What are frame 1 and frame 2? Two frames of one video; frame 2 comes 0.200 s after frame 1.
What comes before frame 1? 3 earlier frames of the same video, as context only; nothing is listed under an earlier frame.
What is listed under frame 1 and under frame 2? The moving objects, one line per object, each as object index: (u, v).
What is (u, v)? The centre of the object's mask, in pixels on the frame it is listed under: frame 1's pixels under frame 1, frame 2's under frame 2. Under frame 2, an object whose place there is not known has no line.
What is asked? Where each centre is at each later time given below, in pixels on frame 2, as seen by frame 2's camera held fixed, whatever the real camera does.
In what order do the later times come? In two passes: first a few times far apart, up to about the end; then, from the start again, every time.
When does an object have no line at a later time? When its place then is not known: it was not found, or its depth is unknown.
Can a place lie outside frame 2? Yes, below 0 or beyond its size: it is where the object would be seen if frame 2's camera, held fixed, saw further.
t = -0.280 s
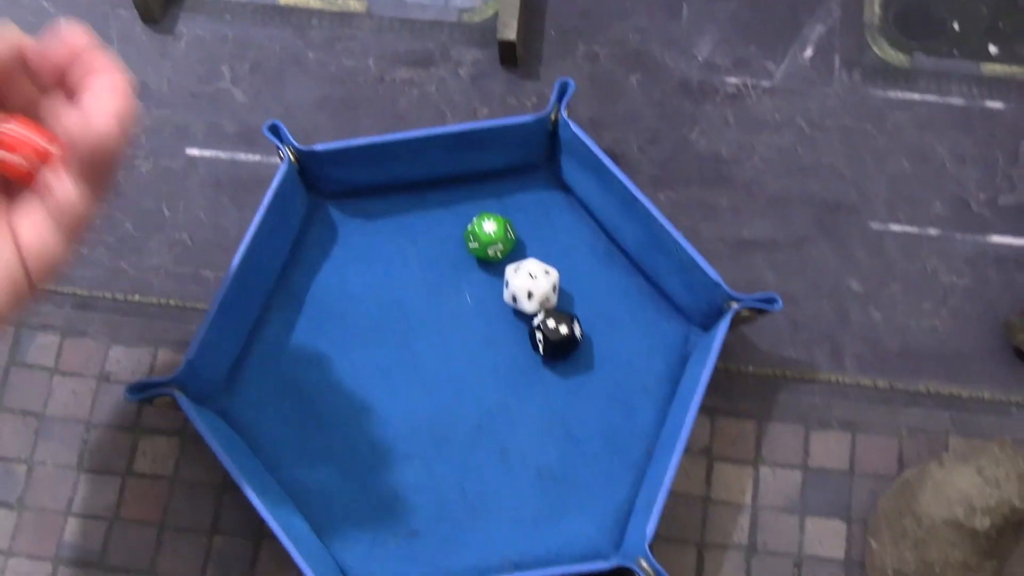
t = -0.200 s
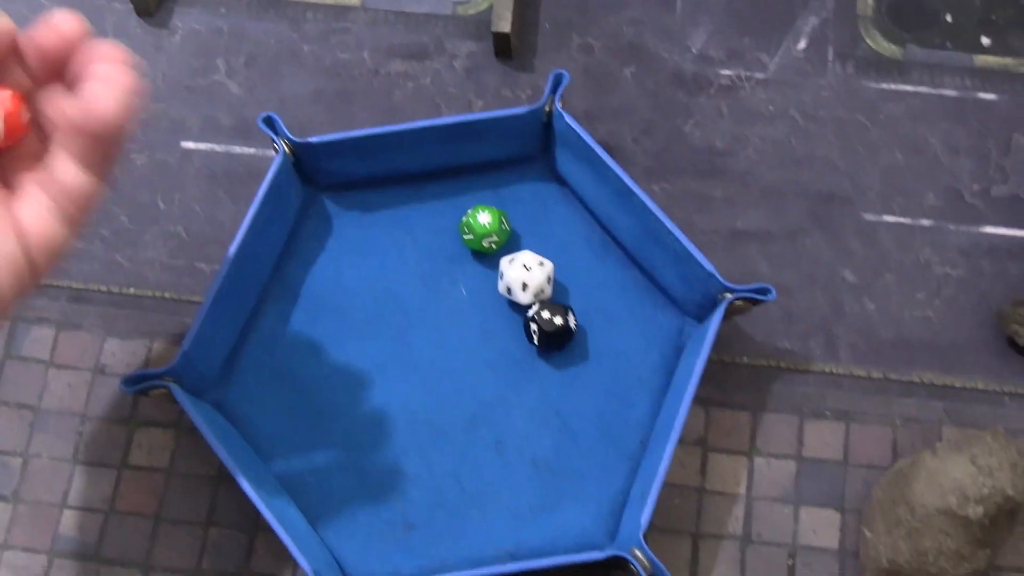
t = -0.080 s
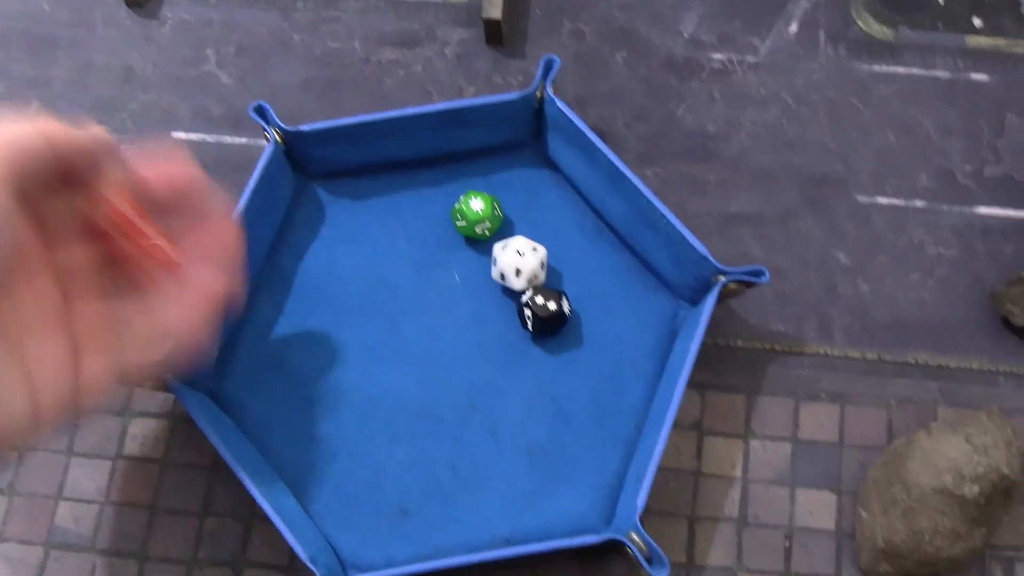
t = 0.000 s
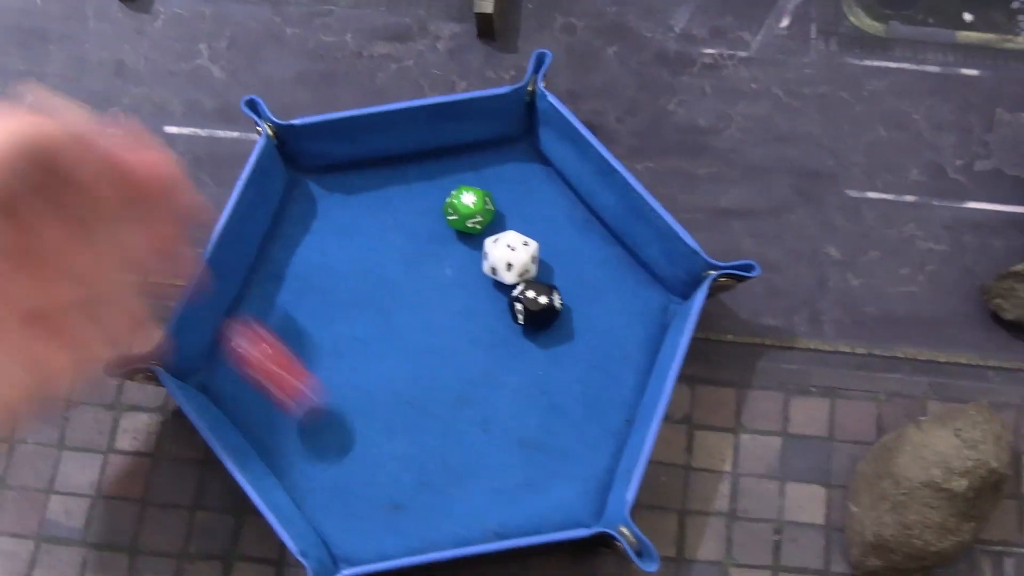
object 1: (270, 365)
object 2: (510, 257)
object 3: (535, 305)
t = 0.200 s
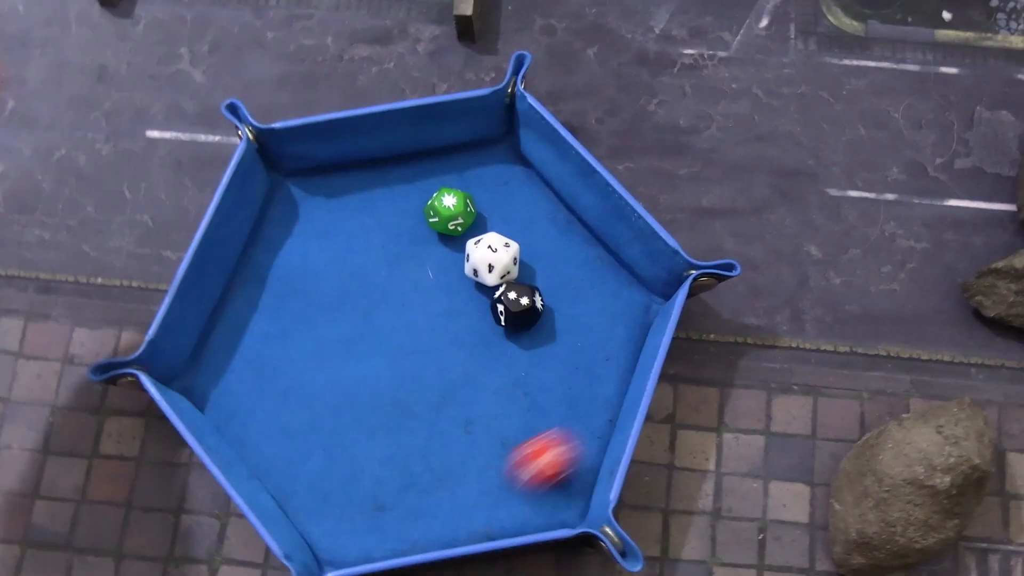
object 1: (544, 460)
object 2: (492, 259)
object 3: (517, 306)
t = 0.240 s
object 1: (579, 437)
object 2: (492, 259)
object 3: (517, 306)
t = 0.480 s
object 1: (573, 290)
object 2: (492, 259)
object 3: (517, 306)
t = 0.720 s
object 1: (544, 264)
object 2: (488, 258)
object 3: (516, 307)
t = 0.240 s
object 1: (579, 437)
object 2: (492, 259)
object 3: (517, 306)
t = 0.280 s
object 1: (594, 411)
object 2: (492, 259)
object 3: (517, 306)
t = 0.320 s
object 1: (585, 382)
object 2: (492, 259)
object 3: (517, 306)
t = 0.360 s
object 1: (577, 358)
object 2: (492, 258)
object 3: (517, 306)
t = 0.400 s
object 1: (572, 333)
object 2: (492, 258)
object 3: (517, 306)
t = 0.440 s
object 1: (573, 310)
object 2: (492, 259)
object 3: (517, 307)
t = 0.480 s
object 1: (573, 290)
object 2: (492, 259)
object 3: (517, 306)
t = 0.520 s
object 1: (568, 276)
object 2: (492, 259)
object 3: (517, 306)
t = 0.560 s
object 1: (555, 267)
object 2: (492, 259)
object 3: (517, 307)
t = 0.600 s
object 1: (545, 264)
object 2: (490, 259)
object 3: (516, 308)
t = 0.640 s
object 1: (542, 263)
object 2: (485, 259)
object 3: (516, 307)
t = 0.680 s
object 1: (543, 264)
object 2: (486, 260)
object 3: (516, 307)
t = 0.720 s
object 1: (544, 264)
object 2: (488, 258)
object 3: (516, 307)
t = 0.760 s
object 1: (543, 264)
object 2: (488, 258)
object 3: (516, 307)
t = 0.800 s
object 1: (543, 264)
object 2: (488, 258)
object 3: (516, 307)
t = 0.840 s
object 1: (543, 264)
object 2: (488, 258)
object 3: (516, 307)
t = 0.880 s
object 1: (544, 263)
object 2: (489, 258)
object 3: (516, 307)
